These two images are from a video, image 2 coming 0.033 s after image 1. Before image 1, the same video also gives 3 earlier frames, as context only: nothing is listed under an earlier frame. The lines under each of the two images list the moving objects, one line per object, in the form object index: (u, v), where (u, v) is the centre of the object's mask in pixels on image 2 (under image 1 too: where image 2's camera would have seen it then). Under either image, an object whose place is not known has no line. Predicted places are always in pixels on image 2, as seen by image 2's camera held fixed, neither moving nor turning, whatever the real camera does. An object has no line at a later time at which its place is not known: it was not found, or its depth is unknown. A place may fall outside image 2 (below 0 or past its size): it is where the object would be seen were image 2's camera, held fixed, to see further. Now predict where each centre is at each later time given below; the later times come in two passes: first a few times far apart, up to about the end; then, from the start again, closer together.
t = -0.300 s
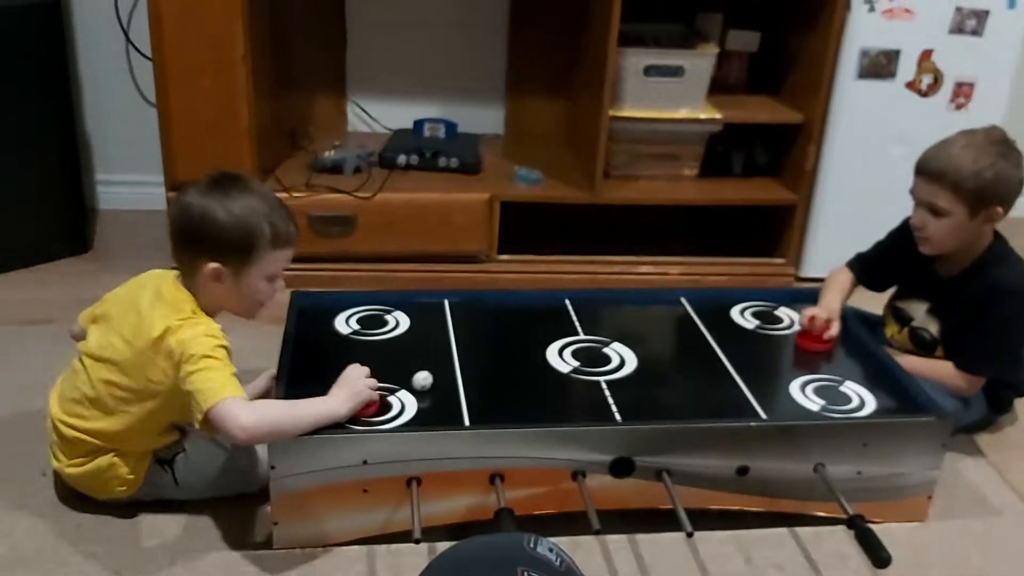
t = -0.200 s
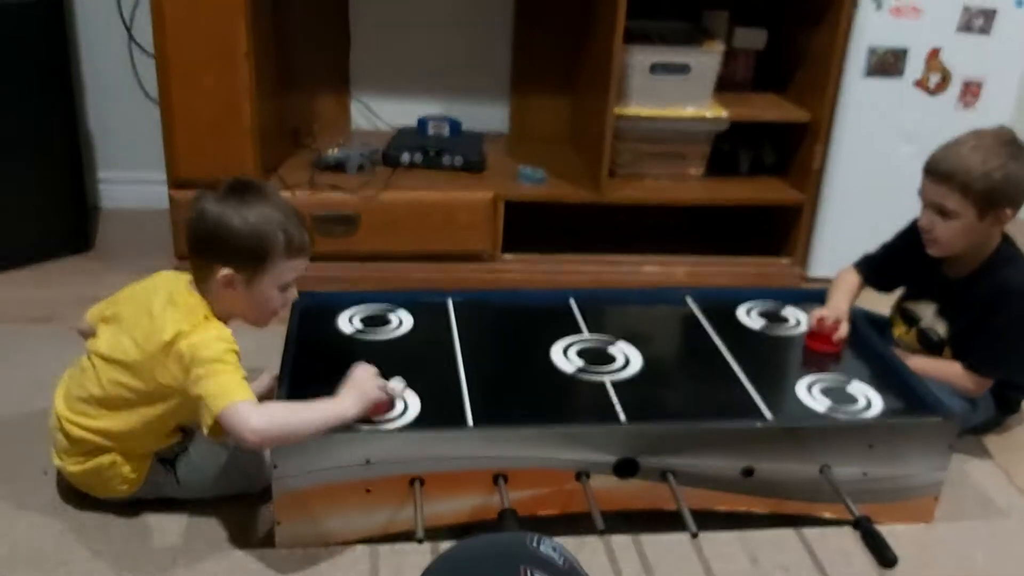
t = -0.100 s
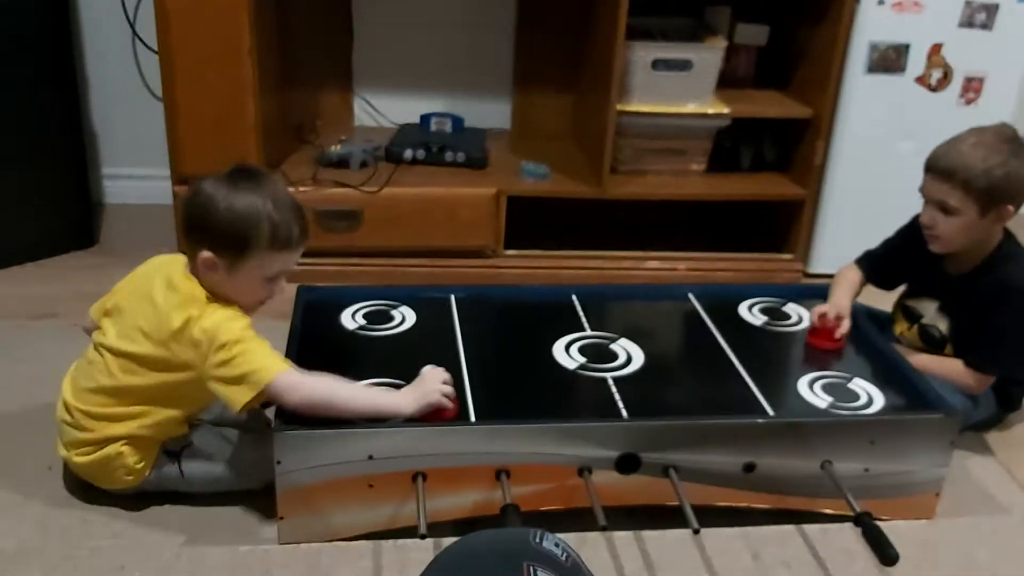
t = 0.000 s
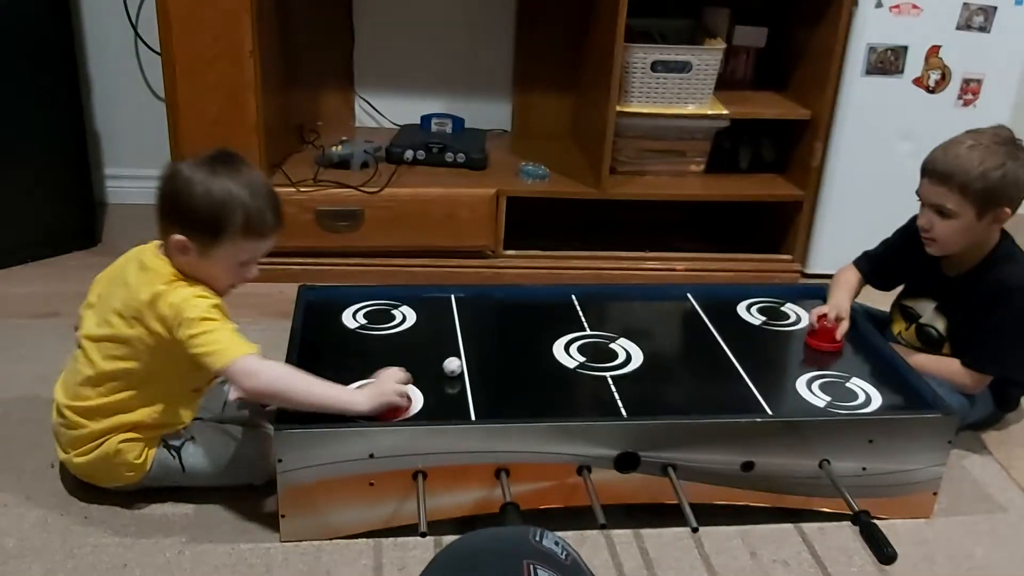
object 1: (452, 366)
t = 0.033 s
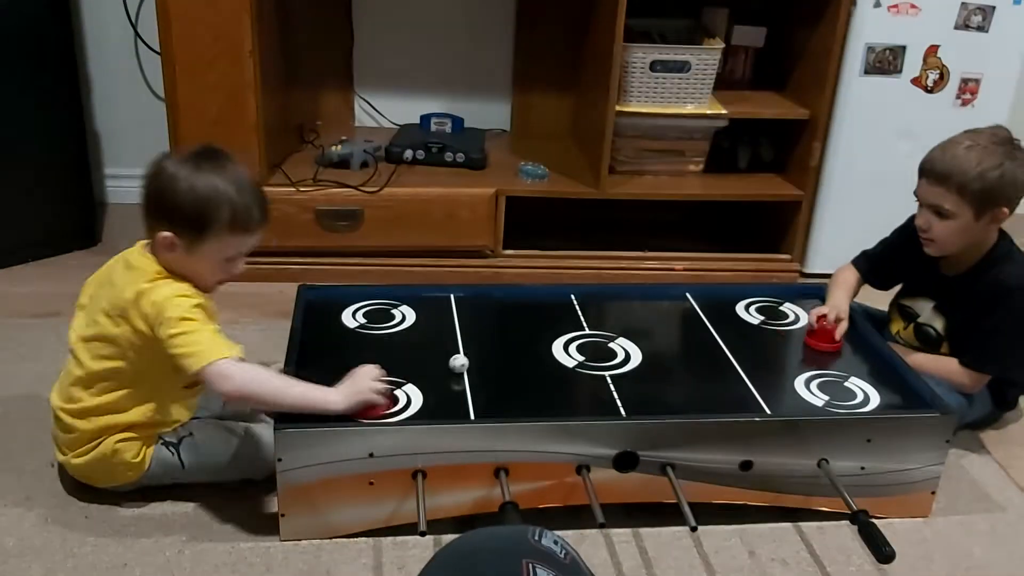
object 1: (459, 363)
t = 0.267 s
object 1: (506, 348)
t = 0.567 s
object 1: (560, 331)
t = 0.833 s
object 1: (604, 316)
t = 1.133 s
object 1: (644, 300)
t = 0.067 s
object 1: (466, 361)
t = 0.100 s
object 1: (473, 359)
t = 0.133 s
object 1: (480, 357)
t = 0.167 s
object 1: (486, 354)
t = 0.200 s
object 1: (493, 352)
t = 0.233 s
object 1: (499, 350)
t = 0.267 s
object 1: (506, 348)
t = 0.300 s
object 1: (512, 346)
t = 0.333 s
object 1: (518, 344)
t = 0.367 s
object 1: (525, 342)
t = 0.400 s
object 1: (531, 340)
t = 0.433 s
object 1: (537, 338)
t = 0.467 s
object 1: (543, 336)
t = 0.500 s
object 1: (549, 334)
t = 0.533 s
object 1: (555, 332)
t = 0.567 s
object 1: (560, 331)
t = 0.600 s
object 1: (566, 329)
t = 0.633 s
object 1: (571, 326)
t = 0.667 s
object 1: (577, 325)
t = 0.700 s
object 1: (583, 323)
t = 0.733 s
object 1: (588, 321)
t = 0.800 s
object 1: (598, 317)
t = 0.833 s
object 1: (604, 316)
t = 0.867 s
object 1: (608, 314)
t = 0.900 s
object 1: (614, 312)
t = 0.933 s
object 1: (618, 310)
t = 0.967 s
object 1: (623, 309)
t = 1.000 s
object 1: (627, 307)
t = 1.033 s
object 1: (632, 305)
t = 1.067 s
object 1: (636, 304)
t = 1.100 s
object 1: (640, 302)
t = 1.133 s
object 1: (644, 300)
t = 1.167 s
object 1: (649, 299)
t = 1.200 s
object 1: (653, 298)
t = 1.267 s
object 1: (661, 293)
